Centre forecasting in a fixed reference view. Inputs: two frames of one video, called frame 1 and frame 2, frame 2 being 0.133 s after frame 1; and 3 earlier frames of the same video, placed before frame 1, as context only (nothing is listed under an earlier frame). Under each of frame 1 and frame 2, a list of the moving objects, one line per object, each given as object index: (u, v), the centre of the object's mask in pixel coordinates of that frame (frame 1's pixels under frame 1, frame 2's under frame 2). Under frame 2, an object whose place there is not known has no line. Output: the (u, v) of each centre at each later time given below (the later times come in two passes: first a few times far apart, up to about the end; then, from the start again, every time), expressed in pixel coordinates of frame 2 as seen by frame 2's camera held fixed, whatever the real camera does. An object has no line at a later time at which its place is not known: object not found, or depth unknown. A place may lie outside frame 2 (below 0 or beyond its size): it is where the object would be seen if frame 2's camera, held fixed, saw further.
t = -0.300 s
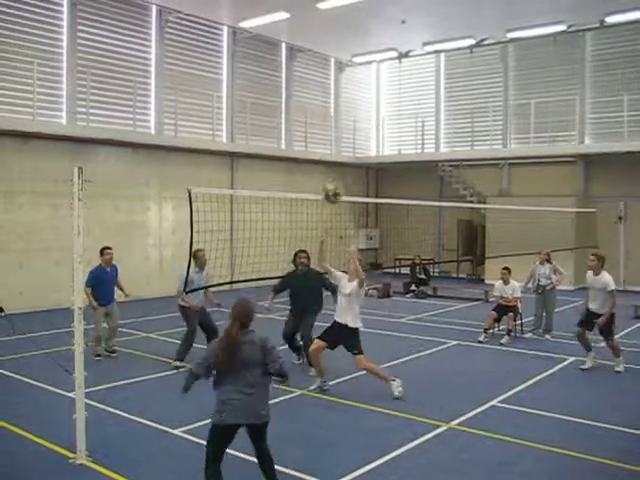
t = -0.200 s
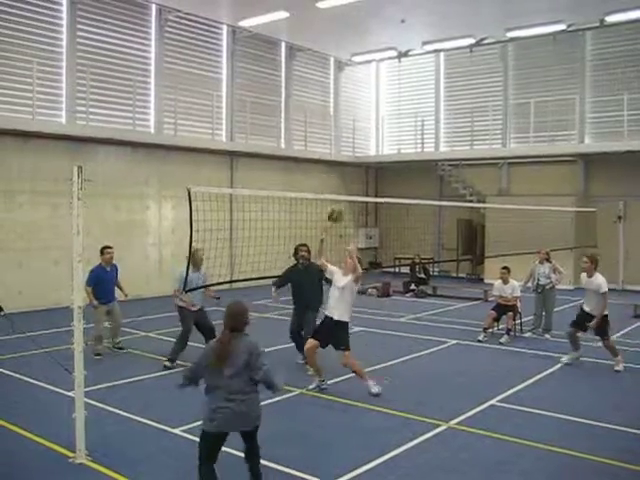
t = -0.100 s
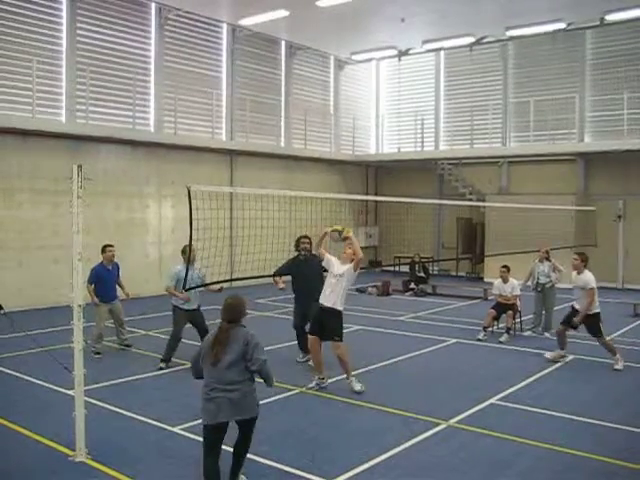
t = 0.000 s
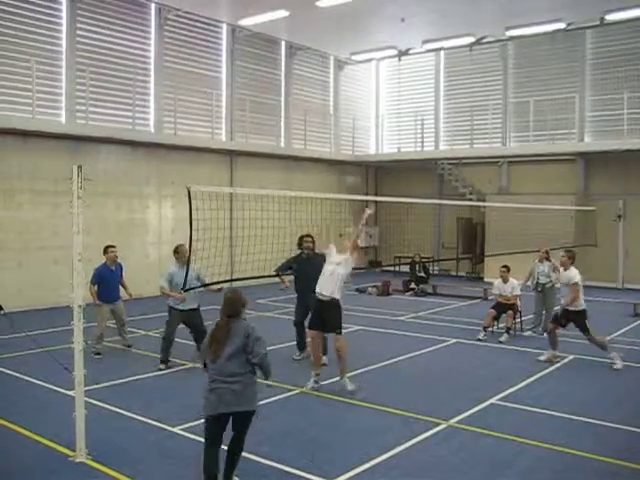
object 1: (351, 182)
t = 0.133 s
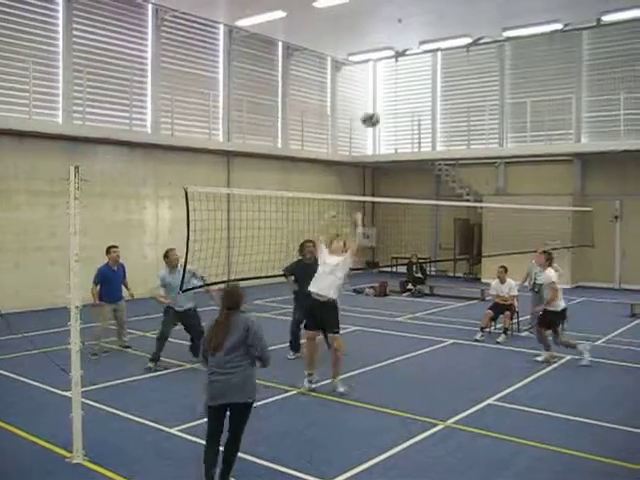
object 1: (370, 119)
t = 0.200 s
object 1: (380, 95)
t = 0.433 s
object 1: (411, 40)
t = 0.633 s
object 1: (436, 29)
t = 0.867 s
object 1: (465, 53)
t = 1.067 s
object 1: (484, 103)
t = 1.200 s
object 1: (496, 149)
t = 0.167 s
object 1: (375, 106)
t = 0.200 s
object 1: (380, 95)
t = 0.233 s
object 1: (384, 83)
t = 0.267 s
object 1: (389, 74)
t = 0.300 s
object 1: (393, 65)
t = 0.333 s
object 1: (398, 58)
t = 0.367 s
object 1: (402, 51)
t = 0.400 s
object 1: (407, 45)
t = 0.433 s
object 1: (411, 40)
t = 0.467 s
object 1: (415, 37)
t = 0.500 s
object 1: (420, 33)
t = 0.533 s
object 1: (424, 31)
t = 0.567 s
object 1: (428, 30)
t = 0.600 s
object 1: (432, 29)
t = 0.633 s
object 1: (436, 29)
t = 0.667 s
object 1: (441, 30)
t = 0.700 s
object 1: (444, 32)
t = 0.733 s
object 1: (449, 34)
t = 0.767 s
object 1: (453, 38)
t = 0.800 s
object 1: (456, 42)
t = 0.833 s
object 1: (460, 48)
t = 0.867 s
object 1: (465, 53)
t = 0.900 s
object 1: (468, 60)
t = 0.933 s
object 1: (471, 67)
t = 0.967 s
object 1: (474, 74)
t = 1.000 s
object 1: (478, 83)
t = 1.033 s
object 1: (482, 92)
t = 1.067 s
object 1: (484, 103)
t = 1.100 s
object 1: (487, 112)
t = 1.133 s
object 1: (491, 124)
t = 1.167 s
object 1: (494, 138)
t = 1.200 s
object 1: (496, 149)
